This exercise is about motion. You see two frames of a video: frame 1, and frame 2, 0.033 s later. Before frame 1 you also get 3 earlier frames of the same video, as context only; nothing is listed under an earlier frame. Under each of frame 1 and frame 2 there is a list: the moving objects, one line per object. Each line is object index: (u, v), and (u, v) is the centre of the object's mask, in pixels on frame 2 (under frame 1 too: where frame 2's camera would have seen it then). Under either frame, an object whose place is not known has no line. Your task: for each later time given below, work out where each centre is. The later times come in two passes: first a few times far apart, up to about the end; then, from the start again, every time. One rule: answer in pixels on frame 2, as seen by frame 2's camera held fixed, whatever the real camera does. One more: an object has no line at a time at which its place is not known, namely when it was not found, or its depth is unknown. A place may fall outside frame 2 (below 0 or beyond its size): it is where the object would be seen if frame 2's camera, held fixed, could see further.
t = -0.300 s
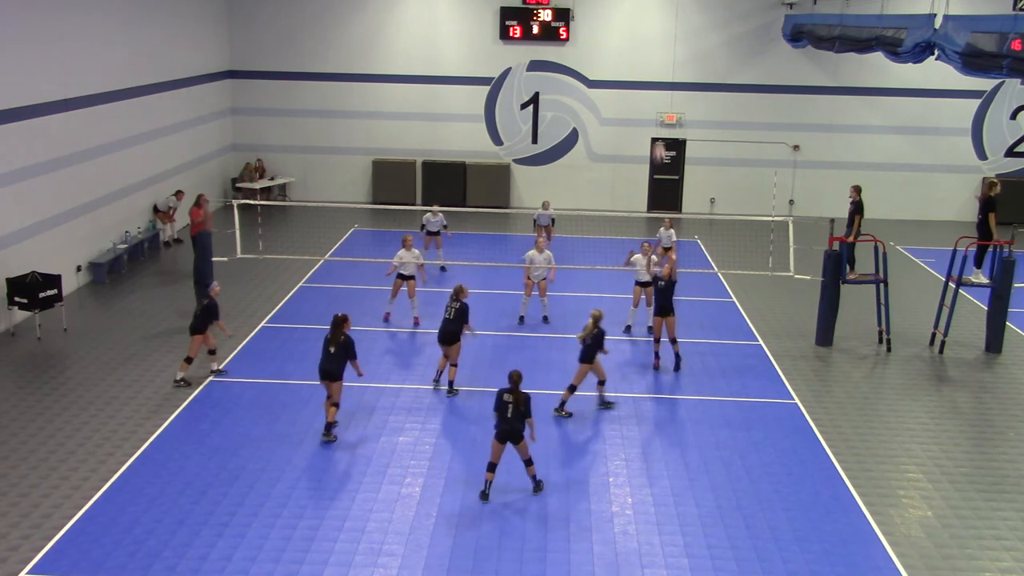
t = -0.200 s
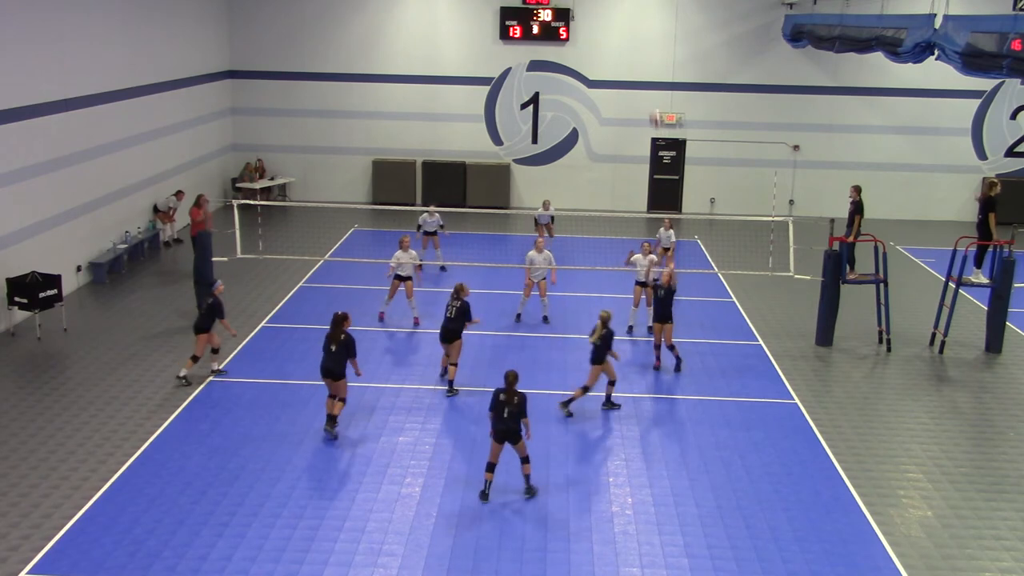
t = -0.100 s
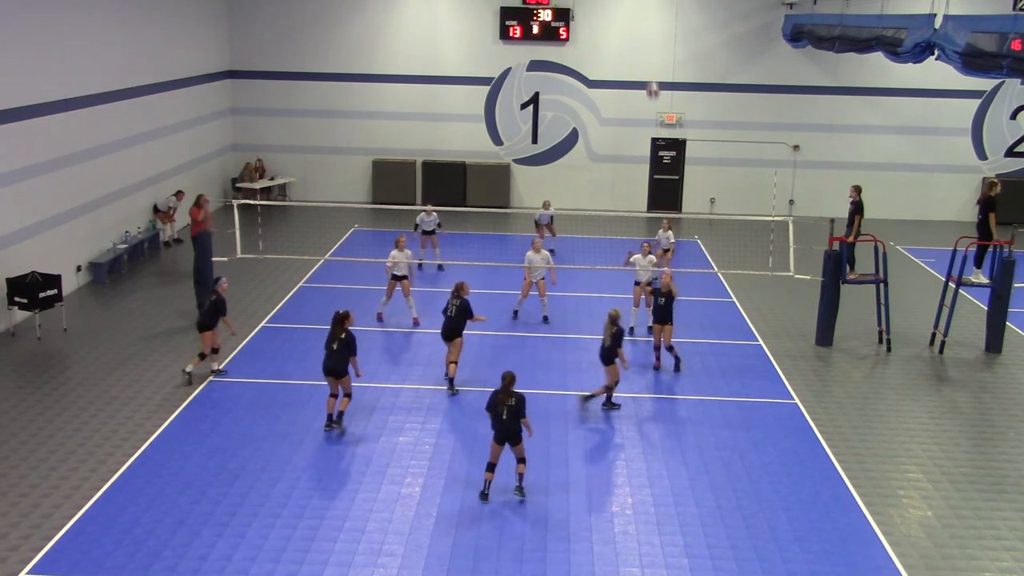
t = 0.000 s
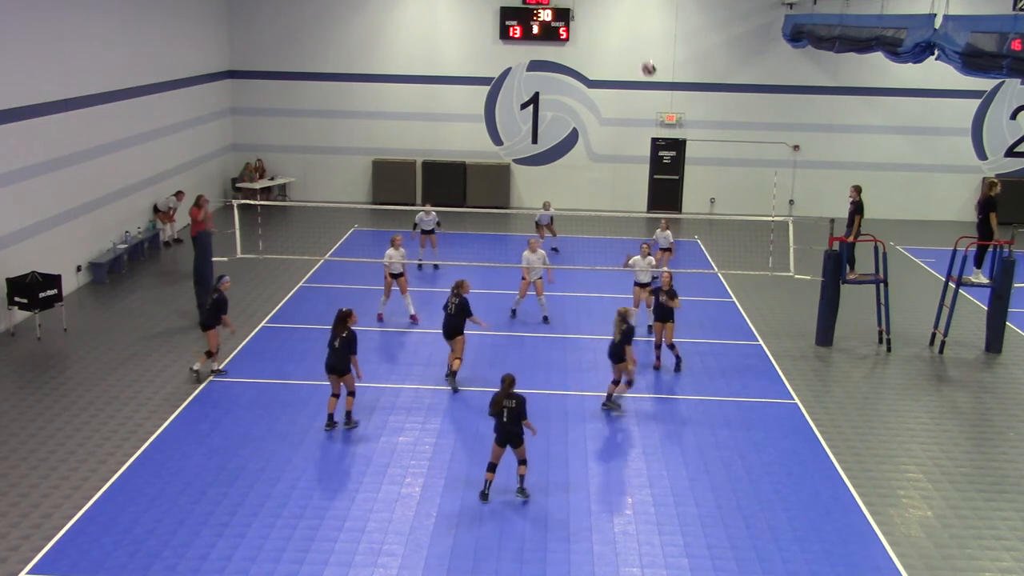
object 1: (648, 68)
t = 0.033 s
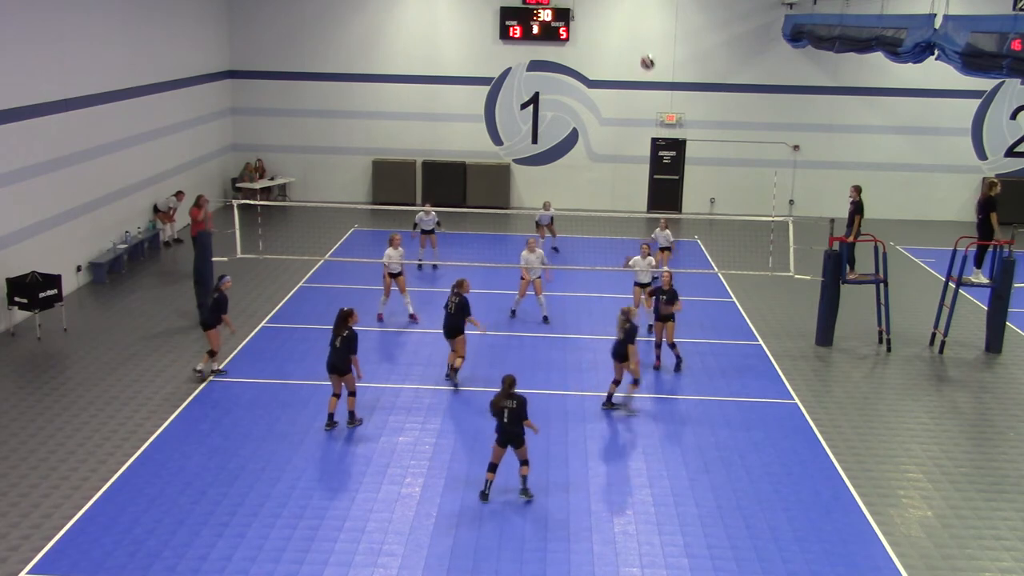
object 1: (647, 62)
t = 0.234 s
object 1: (638, 42)
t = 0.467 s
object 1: (624, 56)
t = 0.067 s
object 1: (646, 56)
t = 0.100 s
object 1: (645, 52)
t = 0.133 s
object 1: (643, 48)
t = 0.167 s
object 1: (641, 46)
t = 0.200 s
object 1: (640, 43)
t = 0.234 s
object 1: (638, 42)
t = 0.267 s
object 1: (636, 42)
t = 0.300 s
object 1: (635, 42)
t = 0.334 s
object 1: (633, 43)
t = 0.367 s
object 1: (631, 45)
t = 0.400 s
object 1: (629, 48)
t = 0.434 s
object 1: (627, 51)
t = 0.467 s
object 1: (624, 56)
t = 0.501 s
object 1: (622, 61)
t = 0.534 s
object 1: (620, 68)
